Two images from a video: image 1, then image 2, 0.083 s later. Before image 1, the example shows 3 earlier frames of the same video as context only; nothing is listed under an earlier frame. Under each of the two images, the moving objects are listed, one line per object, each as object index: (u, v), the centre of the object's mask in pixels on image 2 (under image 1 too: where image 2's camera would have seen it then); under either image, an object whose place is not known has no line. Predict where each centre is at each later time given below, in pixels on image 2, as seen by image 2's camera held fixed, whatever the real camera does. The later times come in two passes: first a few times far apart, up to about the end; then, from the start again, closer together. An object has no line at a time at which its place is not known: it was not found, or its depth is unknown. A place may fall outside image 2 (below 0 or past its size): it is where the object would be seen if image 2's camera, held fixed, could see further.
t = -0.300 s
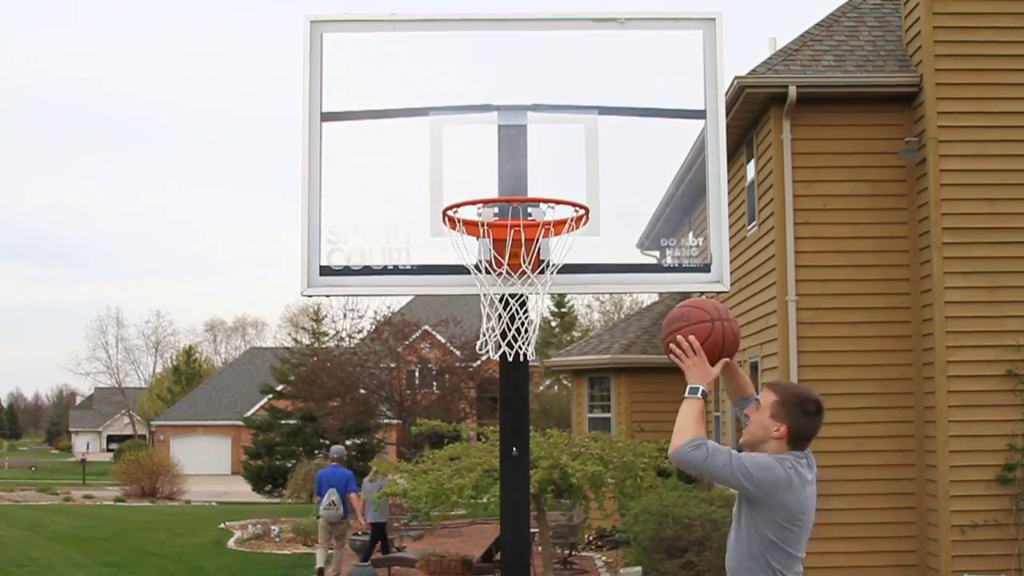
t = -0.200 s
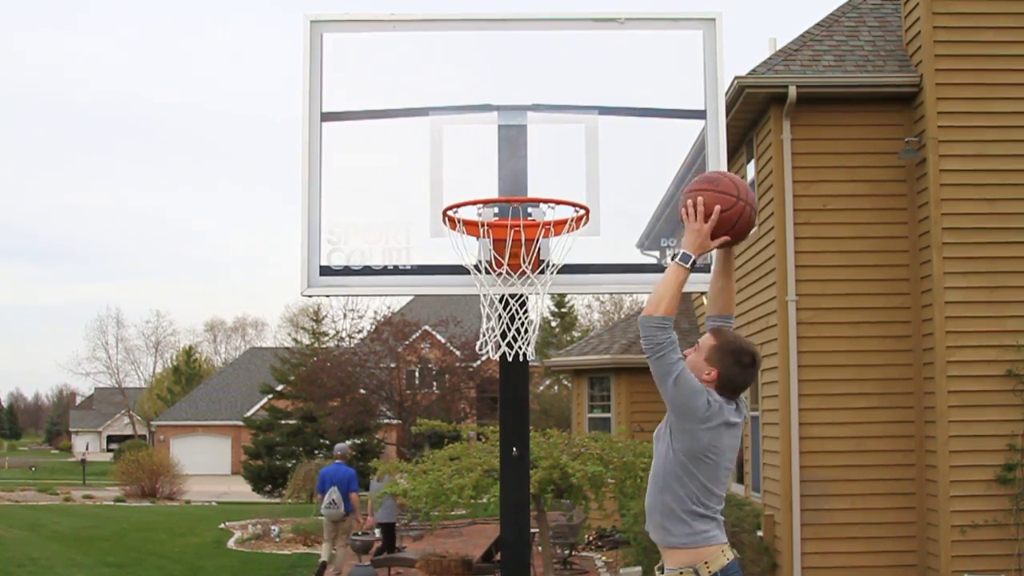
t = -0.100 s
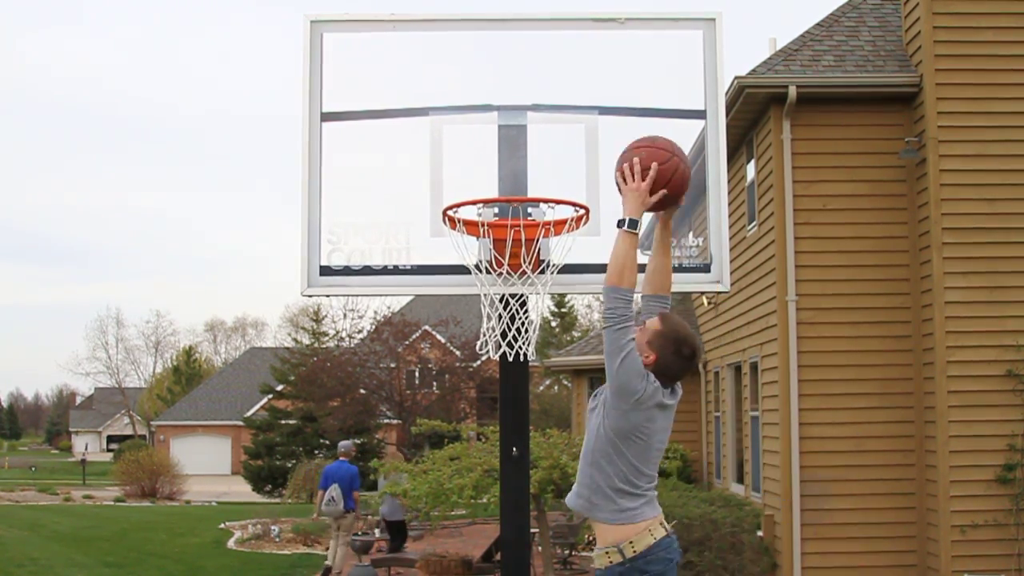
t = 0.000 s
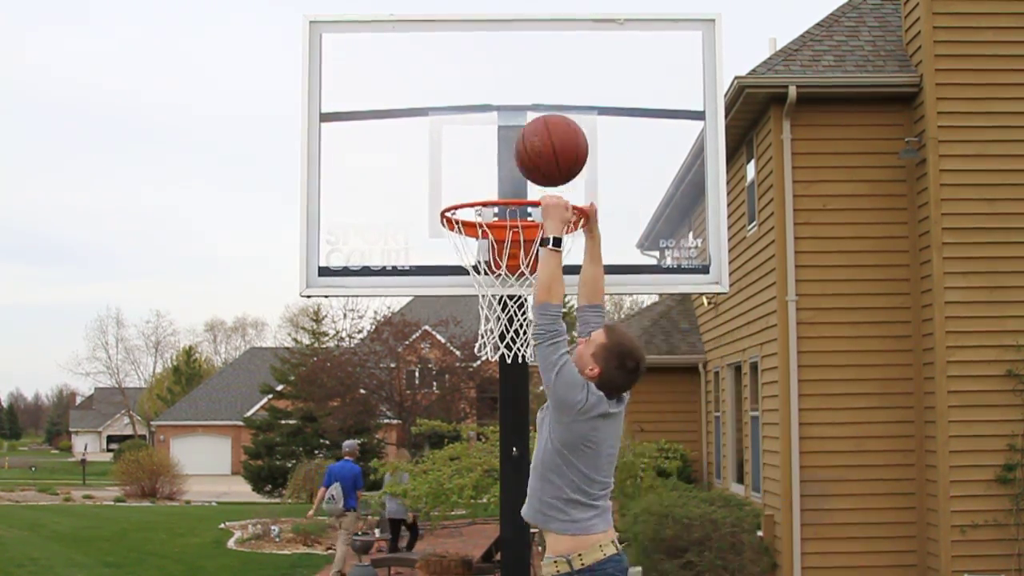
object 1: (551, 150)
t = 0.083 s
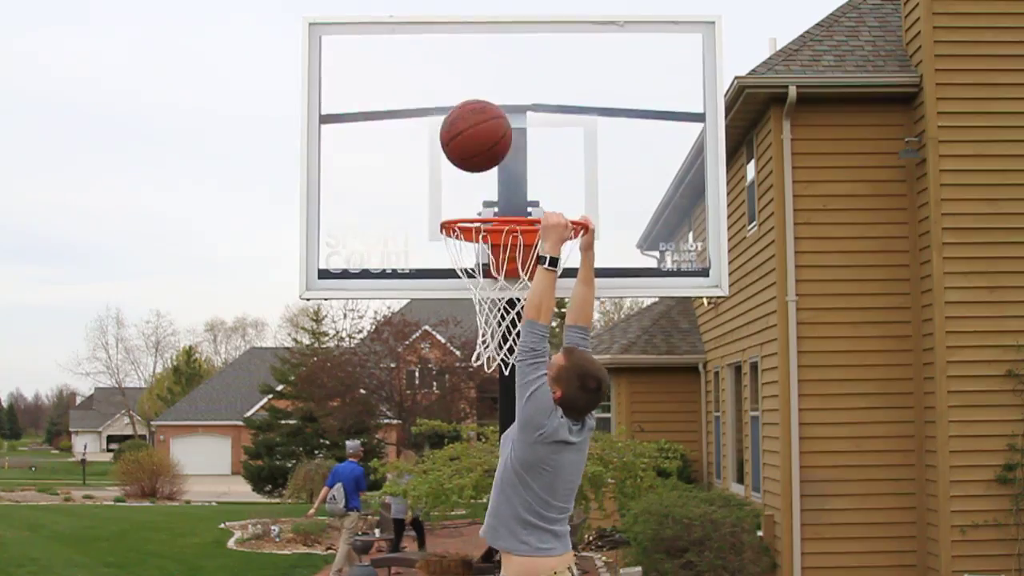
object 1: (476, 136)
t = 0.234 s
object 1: (343, 161)
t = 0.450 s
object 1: (159, 309)
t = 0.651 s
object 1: (15, 552)
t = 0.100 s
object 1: (461, 136)
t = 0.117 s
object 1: (446, 136)
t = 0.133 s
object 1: (431, 137)
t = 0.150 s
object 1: (416, 139)
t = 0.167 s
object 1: (402, 142)
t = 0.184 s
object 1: (387, 145)
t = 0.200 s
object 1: (372, 149)
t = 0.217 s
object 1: (358, 154)
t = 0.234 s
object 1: (343, 161)
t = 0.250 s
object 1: (329, 168)
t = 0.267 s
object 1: (314, 175)
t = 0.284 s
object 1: (300, 183)
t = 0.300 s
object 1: (286, 192)
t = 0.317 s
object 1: (272, 202)
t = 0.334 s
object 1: (257, 213)
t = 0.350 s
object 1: (243, 224)
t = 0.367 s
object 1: (229, 236)
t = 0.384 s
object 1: (215, 249)
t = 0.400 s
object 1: (201, 263)
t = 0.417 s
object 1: (187, 277)
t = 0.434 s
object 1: (173, 293)
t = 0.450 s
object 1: (159, 309)
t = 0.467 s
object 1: (145, 326)
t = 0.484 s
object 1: (132, 343)
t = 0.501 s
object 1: (118, 362)
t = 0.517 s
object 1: (105, 381)
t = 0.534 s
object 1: (91, 401)
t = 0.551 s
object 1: (78, 421)
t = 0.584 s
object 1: (52, 464)
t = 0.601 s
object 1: (39, 487)
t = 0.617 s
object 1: (27, 510)
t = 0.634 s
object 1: (21, 534)
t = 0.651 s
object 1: (15, 552)
